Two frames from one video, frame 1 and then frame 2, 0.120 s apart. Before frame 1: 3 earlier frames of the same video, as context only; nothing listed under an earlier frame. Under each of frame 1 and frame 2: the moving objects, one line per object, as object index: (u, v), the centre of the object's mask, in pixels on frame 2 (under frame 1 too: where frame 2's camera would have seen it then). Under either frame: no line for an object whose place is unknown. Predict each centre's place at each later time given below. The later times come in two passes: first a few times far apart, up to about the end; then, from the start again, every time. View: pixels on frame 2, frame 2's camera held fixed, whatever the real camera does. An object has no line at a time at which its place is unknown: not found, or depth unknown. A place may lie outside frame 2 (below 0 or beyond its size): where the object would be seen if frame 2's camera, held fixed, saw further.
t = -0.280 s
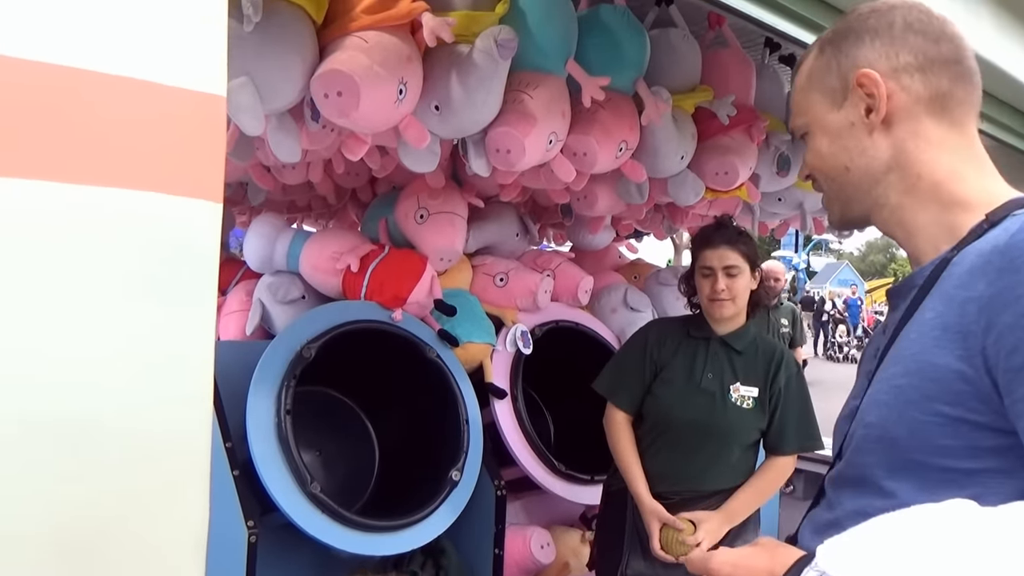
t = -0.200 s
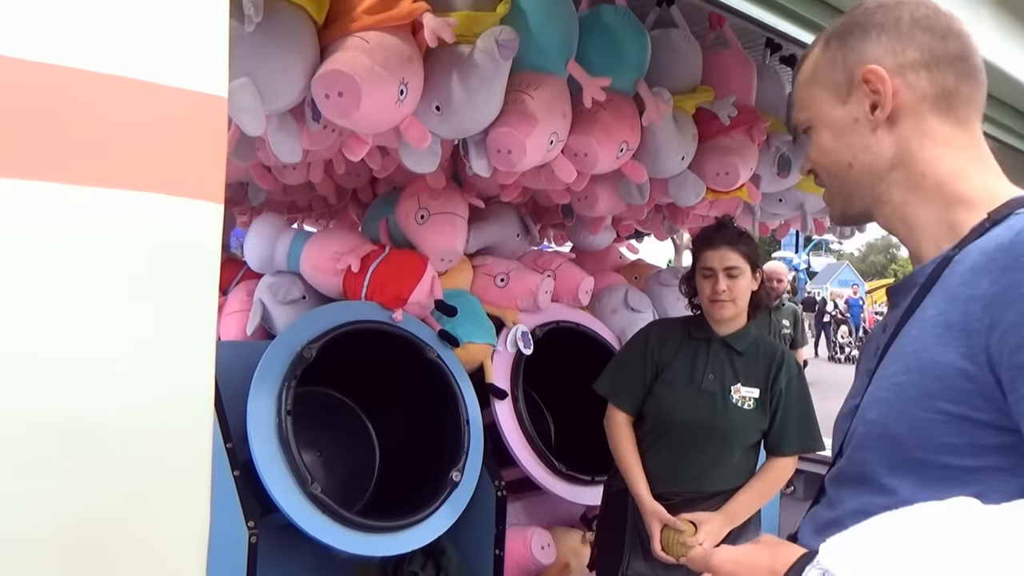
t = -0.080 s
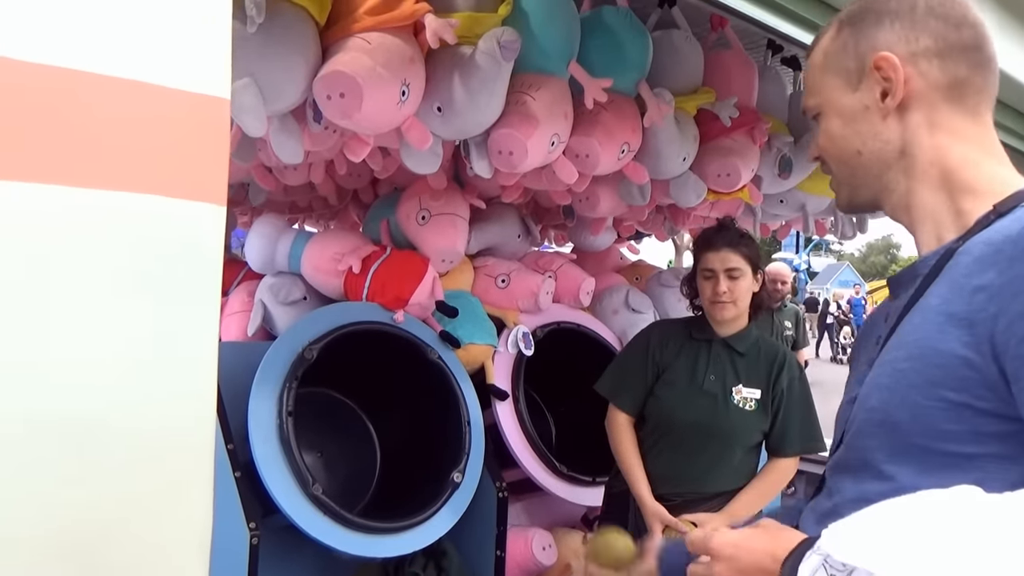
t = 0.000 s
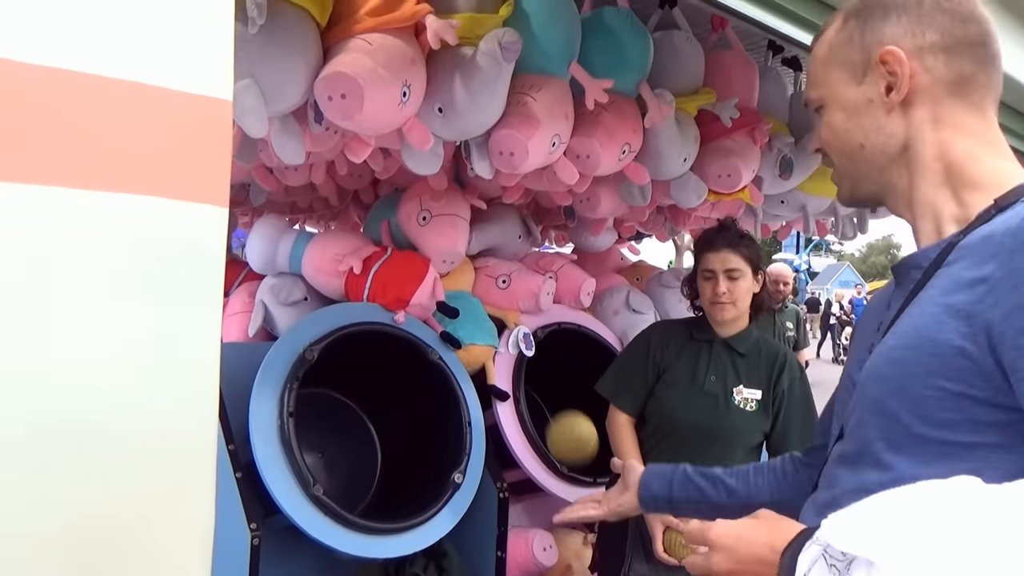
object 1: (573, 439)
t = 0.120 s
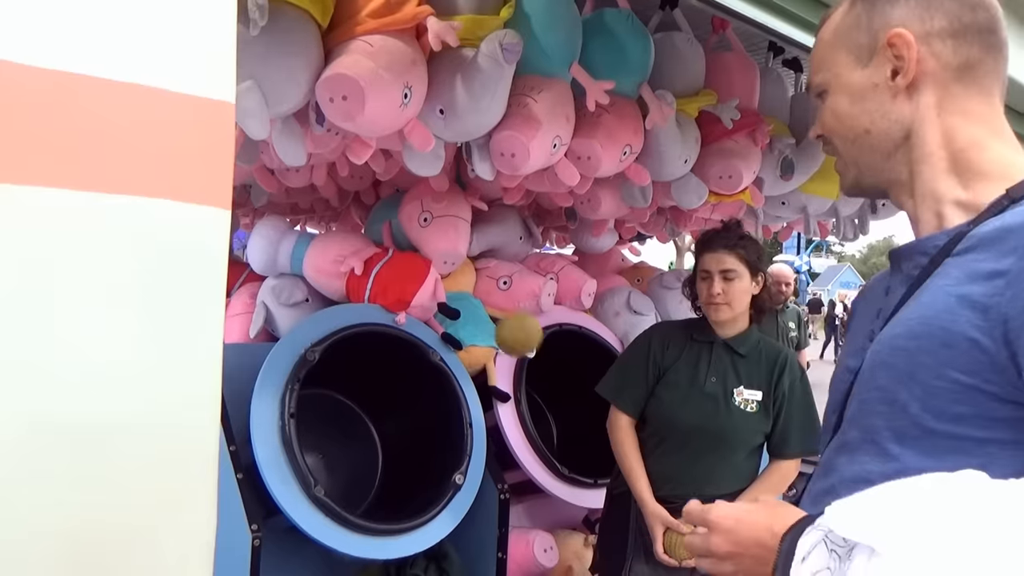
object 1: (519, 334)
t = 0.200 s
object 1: (484, 307)
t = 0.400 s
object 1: (407, 362)
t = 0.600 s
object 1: (344, 490)
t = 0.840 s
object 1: (421, 453)
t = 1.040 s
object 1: (397, 483)
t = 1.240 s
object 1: (355, 489)
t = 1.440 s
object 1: (347, 503)
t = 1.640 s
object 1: (369, 503)
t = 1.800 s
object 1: (382, 498)
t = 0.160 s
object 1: (502, 316)
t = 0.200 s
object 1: (484, 307)
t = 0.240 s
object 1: (467, 304)
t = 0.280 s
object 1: (453, 309)
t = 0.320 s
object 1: (437, 320)
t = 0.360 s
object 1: (421, 339)
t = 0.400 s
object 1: (407, 362)
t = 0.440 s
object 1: (393, 391)
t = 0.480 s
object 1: (378, 425)
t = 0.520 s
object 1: (365, 465)
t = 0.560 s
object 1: (355, 503)
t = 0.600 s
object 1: (344, 490)
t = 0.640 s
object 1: (335, 474)
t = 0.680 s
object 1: (347, 460)
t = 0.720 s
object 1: (366, 449)
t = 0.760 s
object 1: (385, 446)
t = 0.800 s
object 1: (403, 446)
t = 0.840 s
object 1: (421, 453)
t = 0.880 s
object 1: (435, 462)
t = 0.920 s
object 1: (427, 458)
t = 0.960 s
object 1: (417, 460)
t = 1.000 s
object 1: (408, 468)
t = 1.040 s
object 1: (397, 483)
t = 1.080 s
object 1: (386, 501)
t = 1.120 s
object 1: (378, 489)
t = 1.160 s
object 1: (370, 483)
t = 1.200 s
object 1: (363, 482)
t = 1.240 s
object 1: (355, 489)
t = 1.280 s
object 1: (349, 497)
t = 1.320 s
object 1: (347, 493)
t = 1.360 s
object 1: (347, 494)
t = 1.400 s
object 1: (347, 498)
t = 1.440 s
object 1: (347, 503)
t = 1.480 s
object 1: (346, 501)
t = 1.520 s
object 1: (346, 503)
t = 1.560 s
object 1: (350, 504)
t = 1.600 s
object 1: (360, 505)
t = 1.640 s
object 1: (369, 503)
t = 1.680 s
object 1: (376, 500)
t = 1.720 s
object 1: (381, 498)
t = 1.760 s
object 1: (383, 496)
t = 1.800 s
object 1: (382, 498)
